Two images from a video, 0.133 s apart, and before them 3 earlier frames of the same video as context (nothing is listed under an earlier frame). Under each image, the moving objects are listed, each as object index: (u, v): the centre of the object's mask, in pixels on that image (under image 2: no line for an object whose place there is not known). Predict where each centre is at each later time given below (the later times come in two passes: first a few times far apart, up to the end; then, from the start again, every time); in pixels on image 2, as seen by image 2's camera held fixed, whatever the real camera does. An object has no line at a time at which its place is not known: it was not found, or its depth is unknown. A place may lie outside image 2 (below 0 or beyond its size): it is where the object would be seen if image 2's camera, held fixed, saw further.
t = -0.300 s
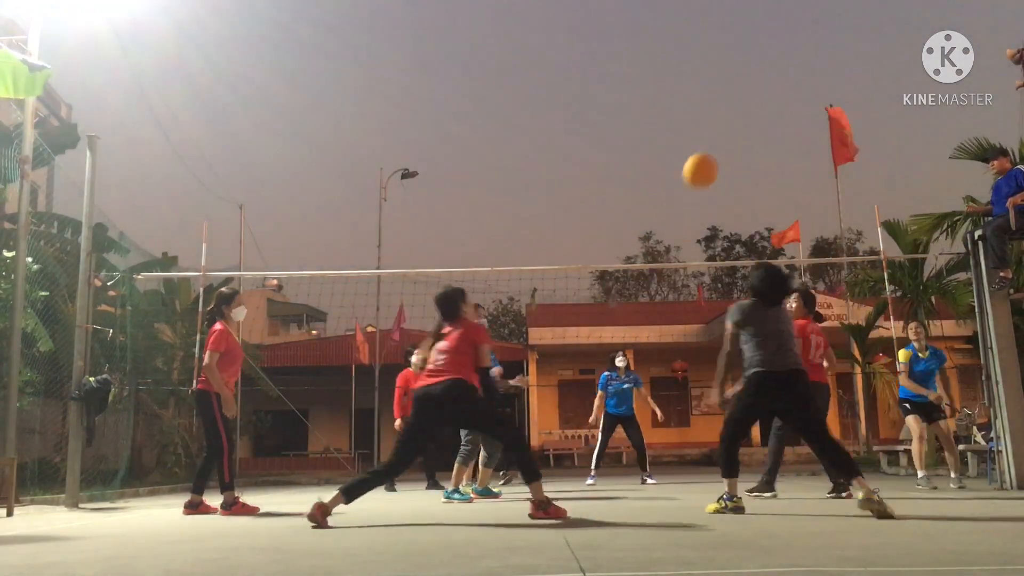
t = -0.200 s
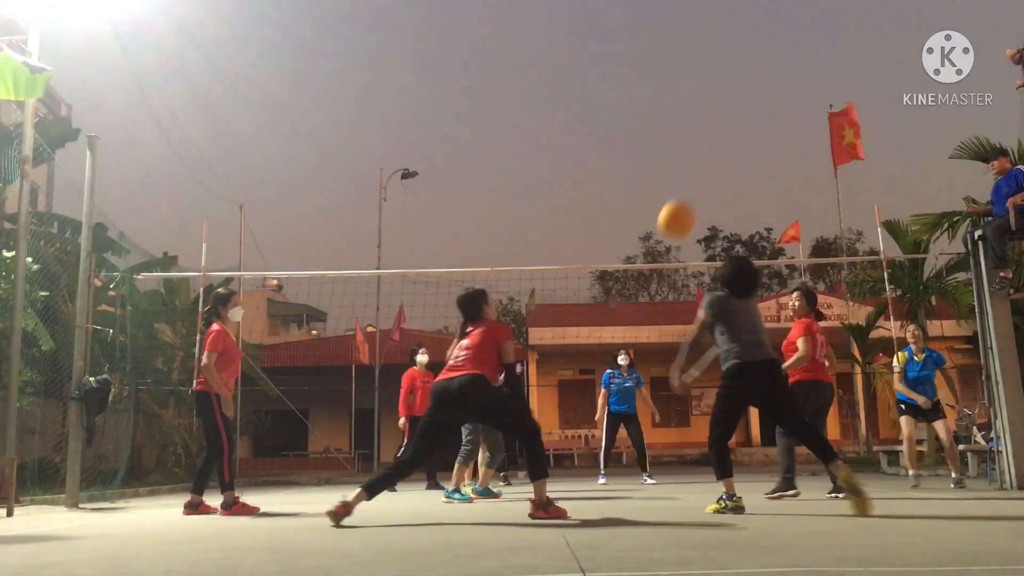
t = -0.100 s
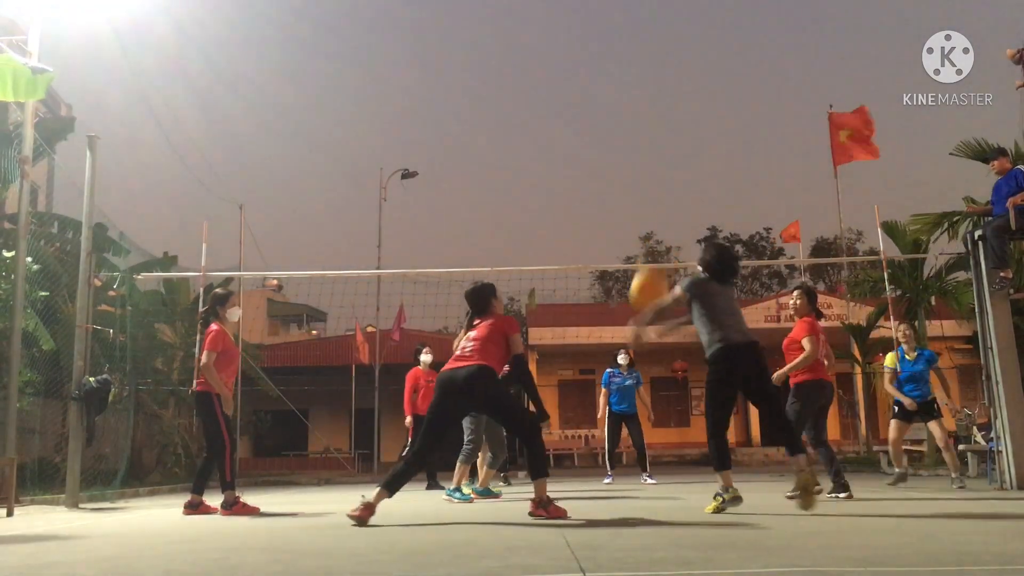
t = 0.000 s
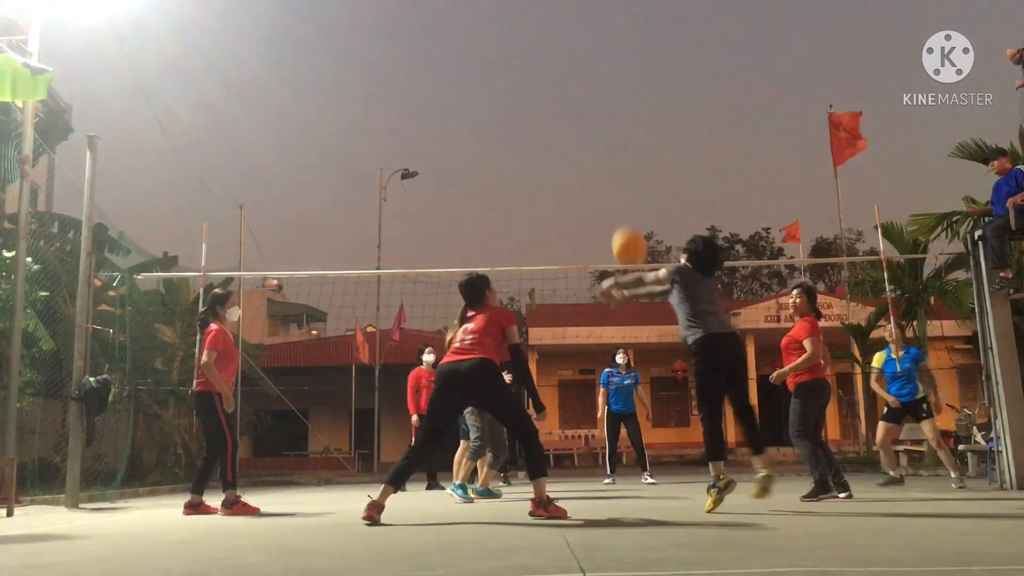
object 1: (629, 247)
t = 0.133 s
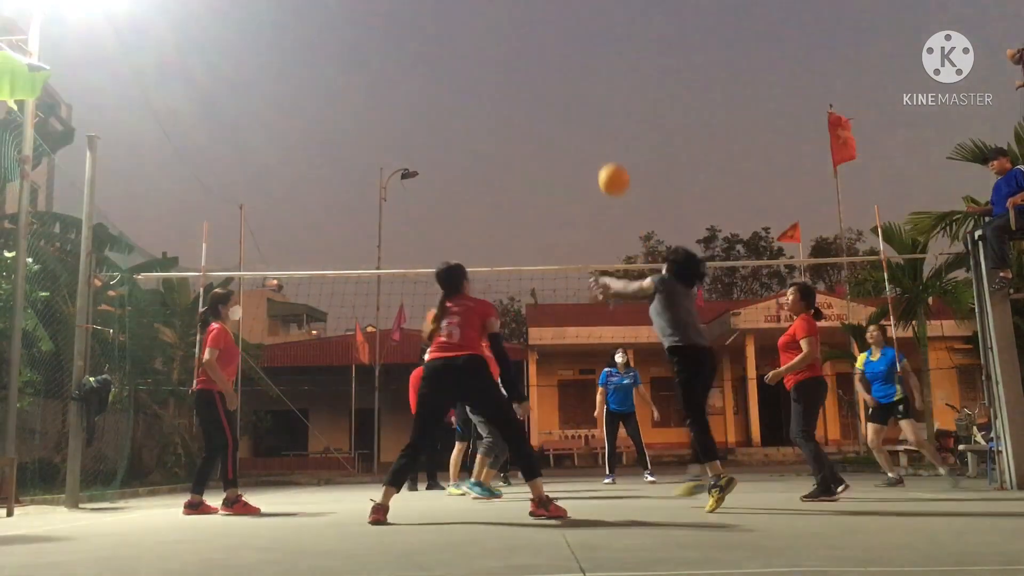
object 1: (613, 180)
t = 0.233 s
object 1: (605, 150)
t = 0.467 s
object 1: (592, 124)
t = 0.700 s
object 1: (584, 151)
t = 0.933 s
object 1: (581, 214)
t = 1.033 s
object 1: (580, 251)
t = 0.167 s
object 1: (610, 168)
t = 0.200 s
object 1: (608, 158)
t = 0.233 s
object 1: (605, 150)
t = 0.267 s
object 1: (603, 142)
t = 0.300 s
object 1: (601, 136)
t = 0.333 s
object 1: (599, 132)
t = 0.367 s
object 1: (597, 128)
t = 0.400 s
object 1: (595, 125)
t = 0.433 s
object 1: (594, 124)
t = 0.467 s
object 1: (592, 124)
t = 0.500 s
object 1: (590, 125)
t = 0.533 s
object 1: (589, 128)
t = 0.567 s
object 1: (588, 131)
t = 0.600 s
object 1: (587, 134)
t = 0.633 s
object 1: (586, 139)
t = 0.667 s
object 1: (585, 145)
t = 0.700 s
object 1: (584, 151)
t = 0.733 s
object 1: (584, 158)
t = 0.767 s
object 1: (583, 166)
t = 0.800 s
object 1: (583, 174)
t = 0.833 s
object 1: (582, 183)
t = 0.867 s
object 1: (582, 192)
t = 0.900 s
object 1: (581, 203)
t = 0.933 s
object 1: (581, 214)
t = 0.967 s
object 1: (580, 226)
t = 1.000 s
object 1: (580, 238)
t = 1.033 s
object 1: (580, 251)
